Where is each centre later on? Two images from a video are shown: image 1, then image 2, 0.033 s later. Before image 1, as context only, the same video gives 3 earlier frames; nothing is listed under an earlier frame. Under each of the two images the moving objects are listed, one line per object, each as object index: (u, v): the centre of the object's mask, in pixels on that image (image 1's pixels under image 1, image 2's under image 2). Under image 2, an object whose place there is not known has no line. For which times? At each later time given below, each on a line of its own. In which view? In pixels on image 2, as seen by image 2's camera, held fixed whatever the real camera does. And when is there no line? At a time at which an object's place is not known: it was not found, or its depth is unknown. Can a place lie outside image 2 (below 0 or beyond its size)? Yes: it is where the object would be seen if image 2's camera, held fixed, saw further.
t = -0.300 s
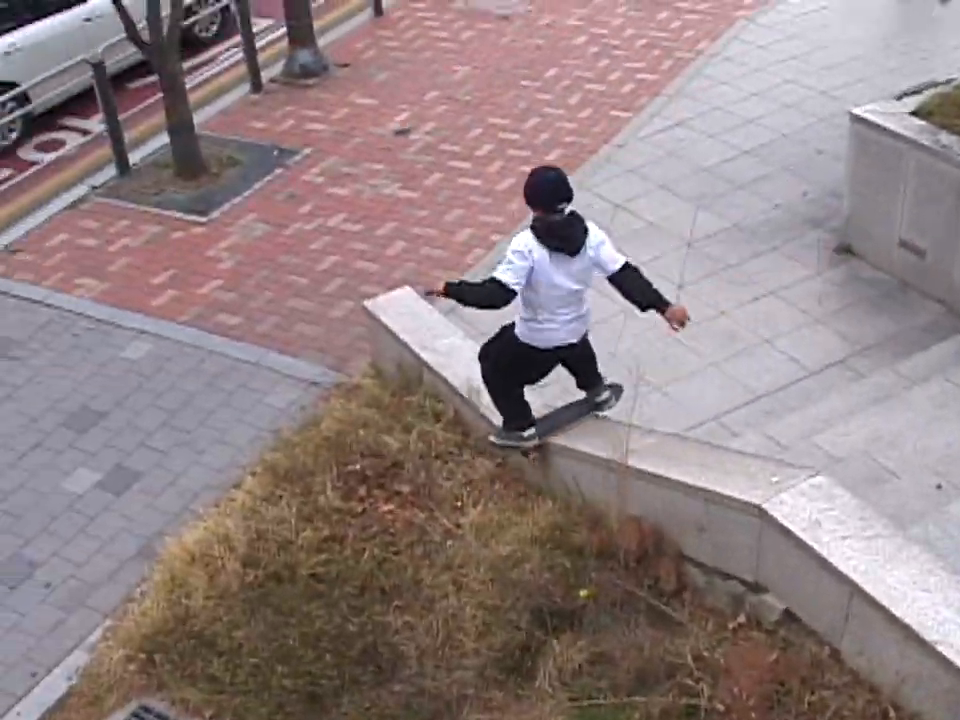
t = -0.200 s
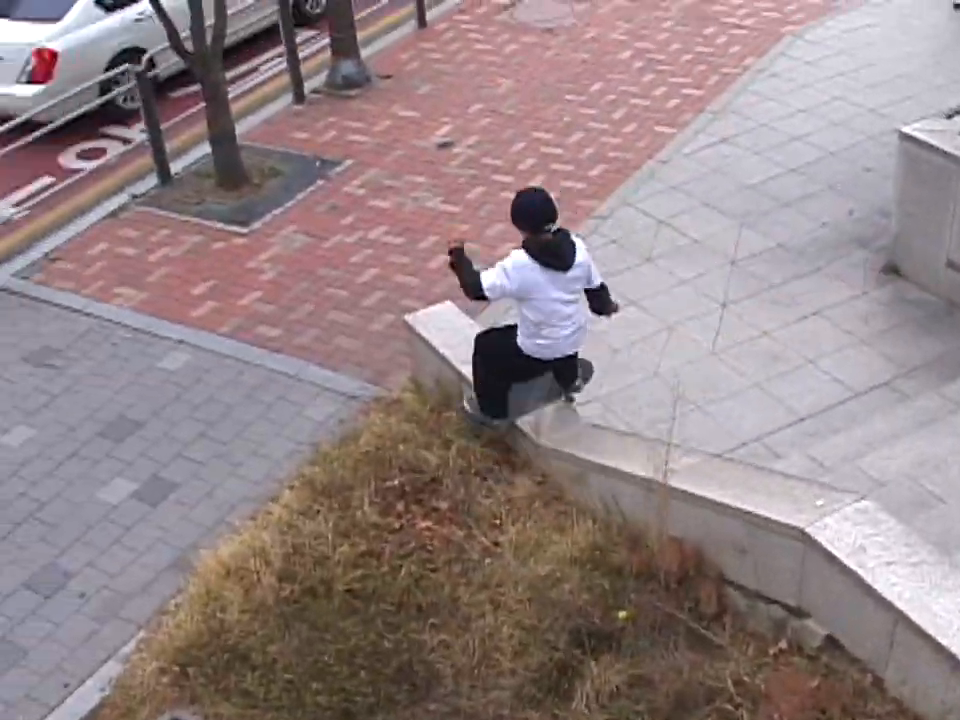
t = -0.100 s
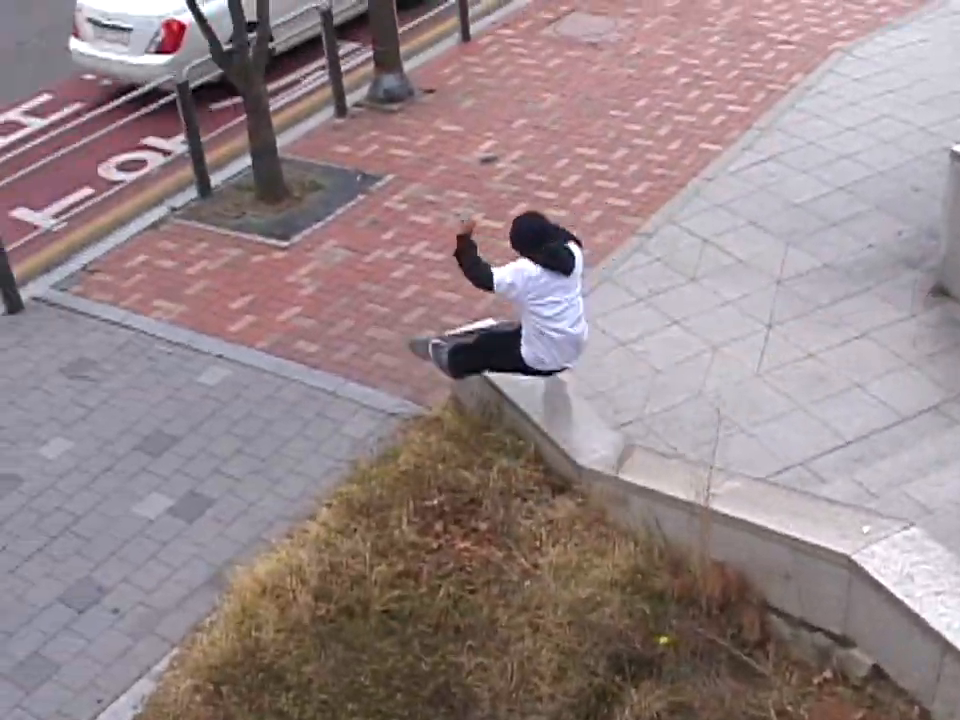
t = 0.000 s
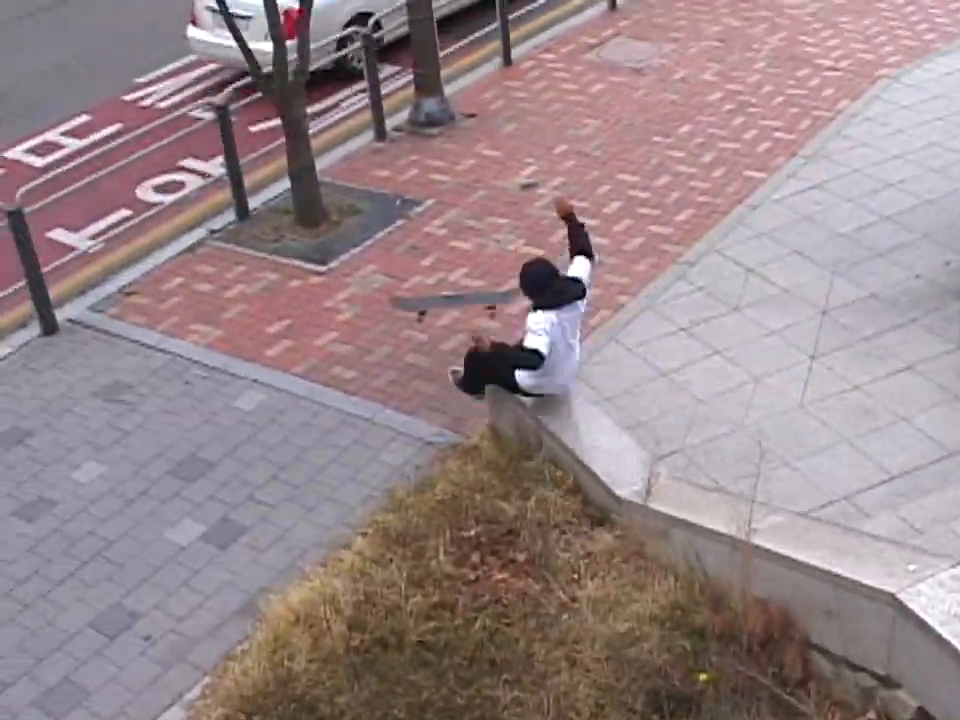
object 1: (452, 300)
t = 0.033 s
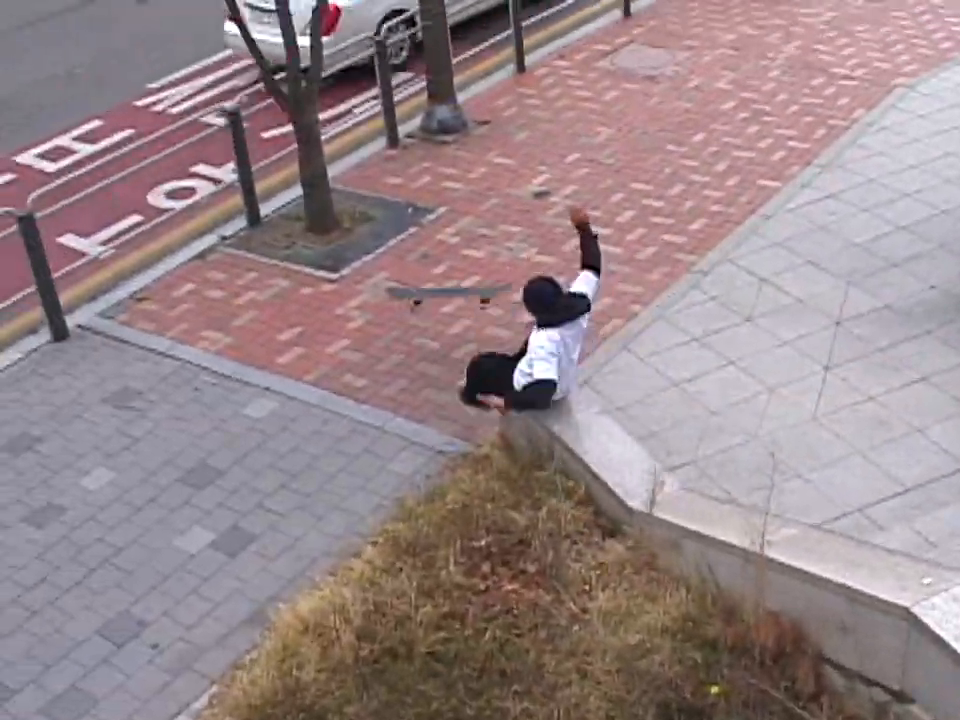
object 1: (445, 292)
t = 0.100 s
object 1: (414, 267)
